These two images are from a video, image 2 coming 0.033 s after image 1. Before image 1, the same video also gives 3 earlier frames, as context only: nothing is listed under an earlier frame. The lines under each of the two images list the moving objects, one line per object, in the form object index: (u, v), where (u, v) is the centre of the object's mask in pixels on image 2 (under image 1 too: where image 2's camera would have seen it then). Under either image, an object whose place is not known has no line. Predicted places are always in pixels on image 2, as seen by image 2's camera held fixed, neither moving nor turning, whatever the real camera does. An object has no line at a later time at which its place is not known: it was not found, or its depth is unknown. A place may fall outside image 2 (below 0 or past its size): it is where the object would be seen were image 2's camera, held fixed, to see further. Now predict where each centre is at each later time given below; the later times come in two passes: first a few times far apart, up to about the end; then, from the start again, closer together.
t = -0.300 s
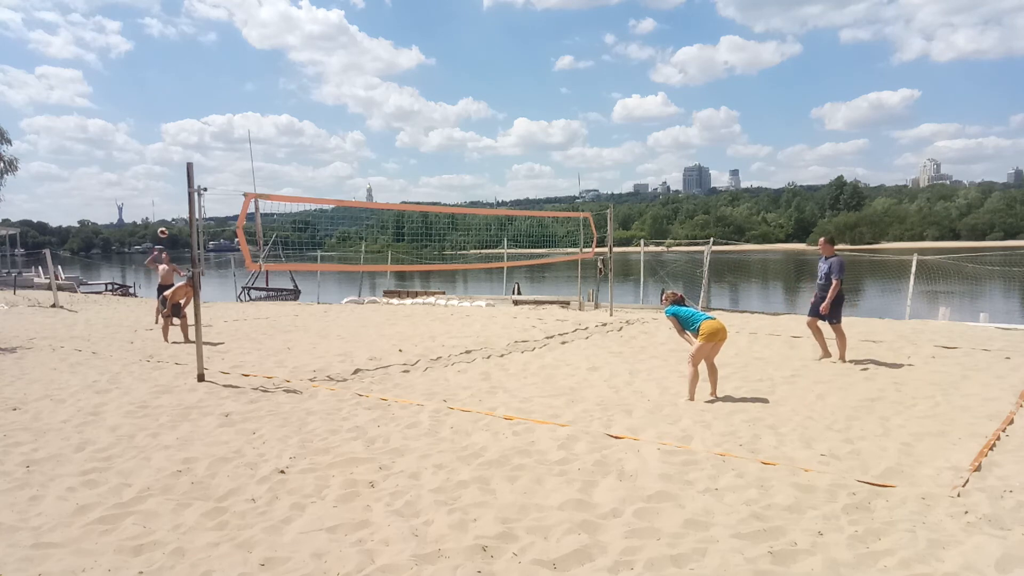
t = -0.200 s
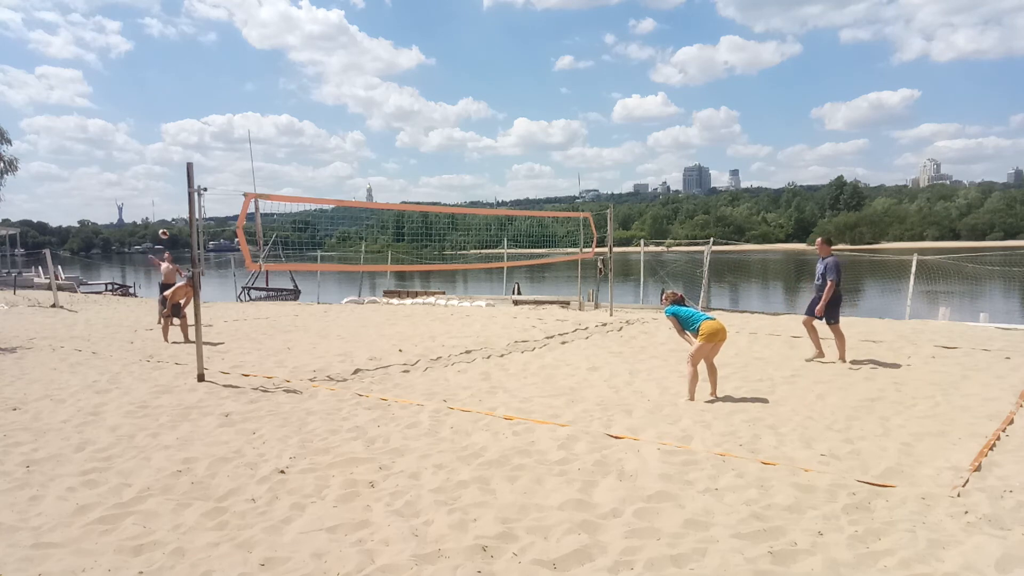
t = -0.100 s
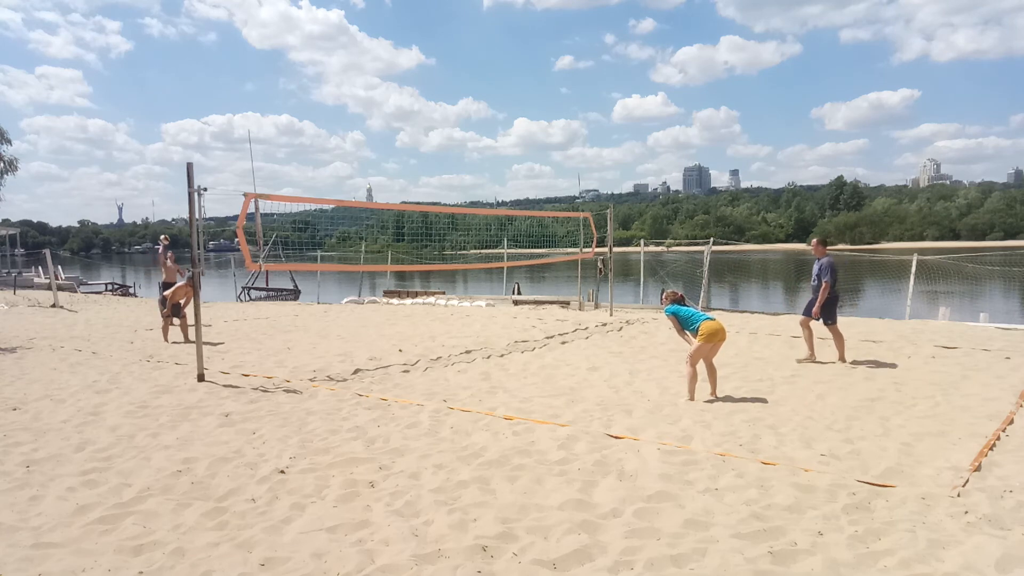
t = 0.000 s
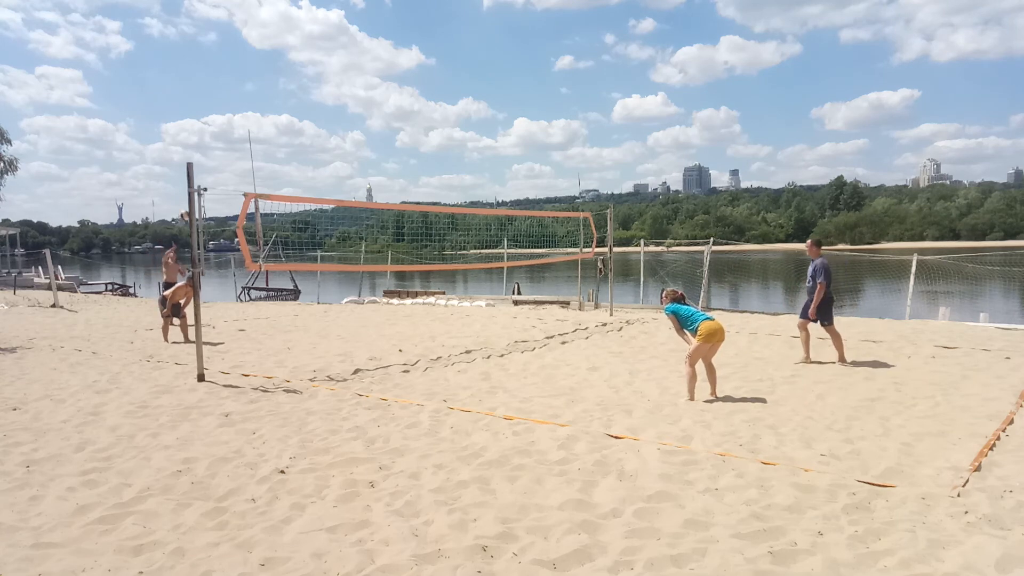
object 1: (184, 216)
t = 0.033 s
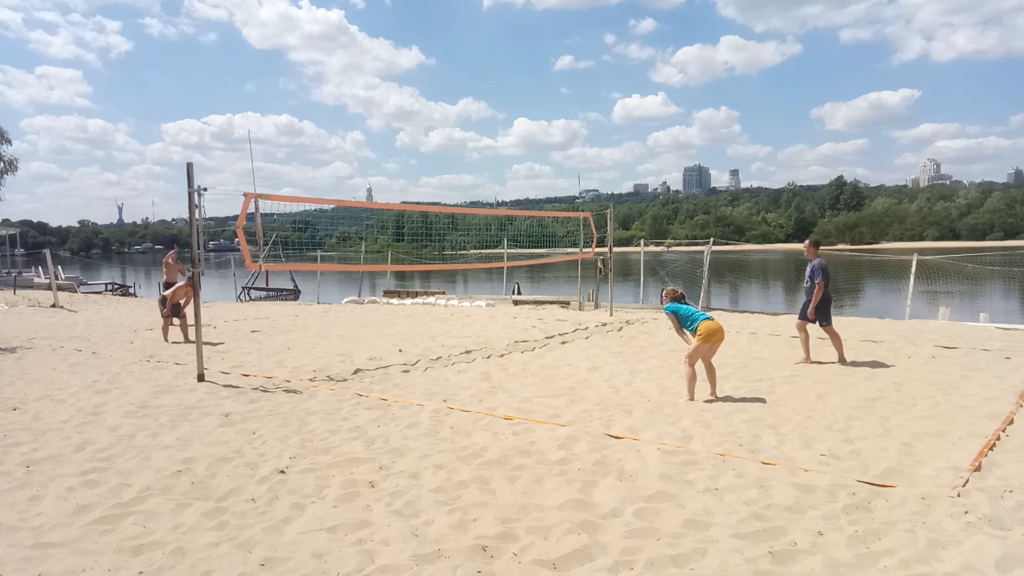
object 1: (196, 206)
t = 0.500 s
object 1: (320, 124)
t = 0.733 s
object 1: (403, 123)
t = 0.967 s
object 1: (503, 163)
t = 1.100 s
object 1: (570, 208)
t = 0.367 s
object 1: (280, 138)
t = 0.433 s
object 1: (300, 130)
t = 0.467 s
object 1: (309, 126)
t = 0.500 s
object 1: (320, 124)
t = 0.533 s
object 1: (331, 122)
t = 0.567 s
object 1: (342, 120)
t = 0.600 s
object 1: (353, 120)
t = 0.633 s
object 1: (365, 120)
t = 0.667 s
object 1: (377, 120)
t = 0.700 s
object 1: (390, 122)
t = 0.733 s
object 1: (403, 123)
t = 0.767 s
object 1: (416, 127)
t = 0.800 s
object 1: (429, 130)
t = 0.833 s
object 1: (443, 135)
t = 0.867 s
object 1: (458, 141)
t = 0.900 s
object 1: (472, 147)
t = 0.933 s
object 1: (487, 155)
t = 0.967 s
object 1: (503, 163)
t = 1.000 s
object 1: (519, 172)
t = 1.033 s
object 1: (536, 184)
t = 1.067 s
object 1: (553, 196)
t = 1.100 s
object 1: (570, 208)
